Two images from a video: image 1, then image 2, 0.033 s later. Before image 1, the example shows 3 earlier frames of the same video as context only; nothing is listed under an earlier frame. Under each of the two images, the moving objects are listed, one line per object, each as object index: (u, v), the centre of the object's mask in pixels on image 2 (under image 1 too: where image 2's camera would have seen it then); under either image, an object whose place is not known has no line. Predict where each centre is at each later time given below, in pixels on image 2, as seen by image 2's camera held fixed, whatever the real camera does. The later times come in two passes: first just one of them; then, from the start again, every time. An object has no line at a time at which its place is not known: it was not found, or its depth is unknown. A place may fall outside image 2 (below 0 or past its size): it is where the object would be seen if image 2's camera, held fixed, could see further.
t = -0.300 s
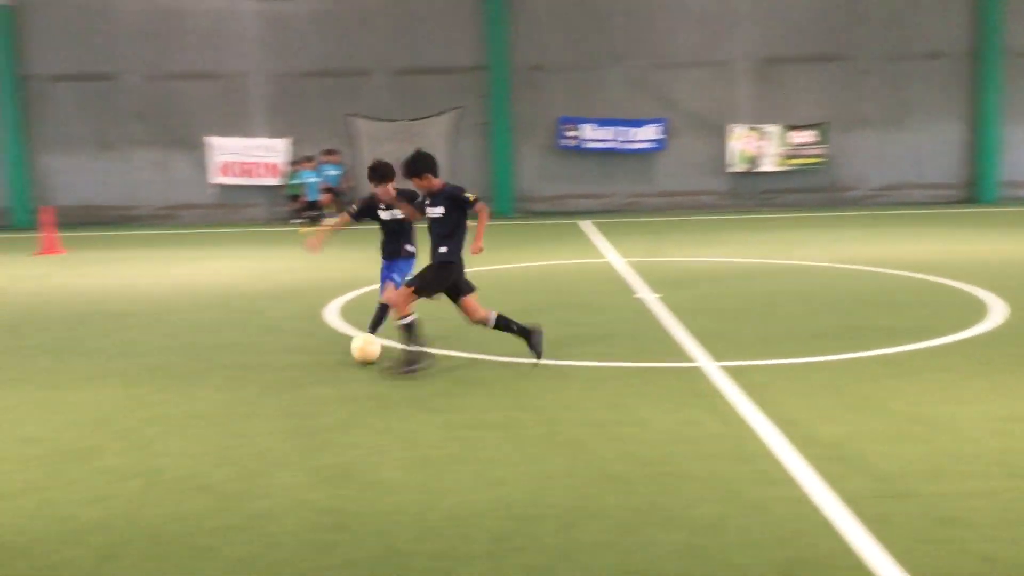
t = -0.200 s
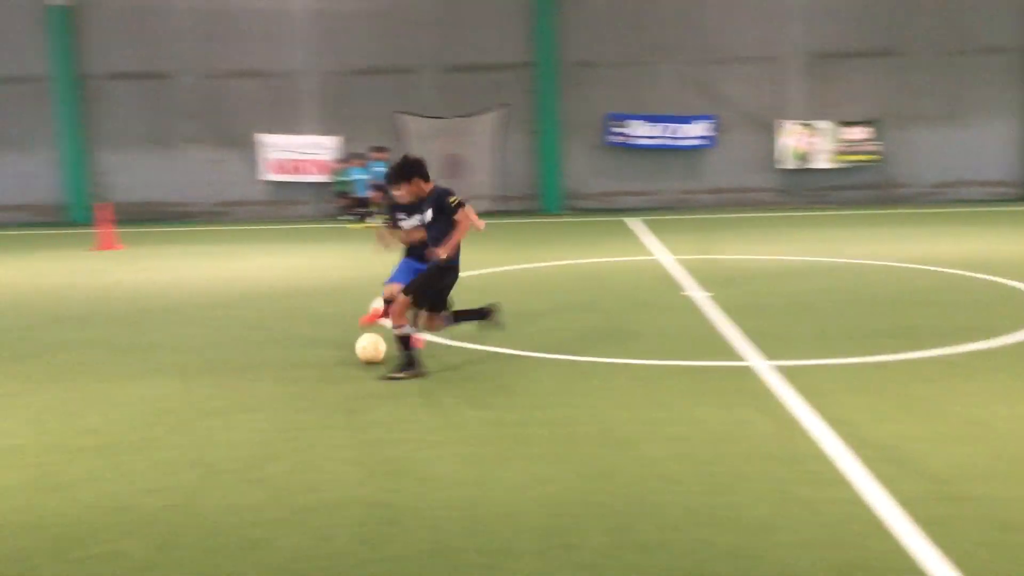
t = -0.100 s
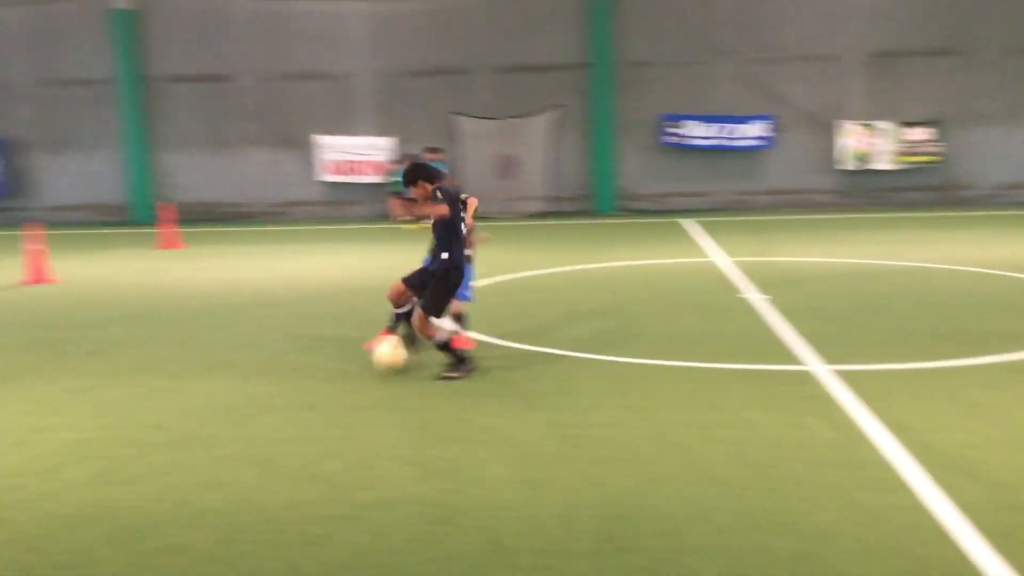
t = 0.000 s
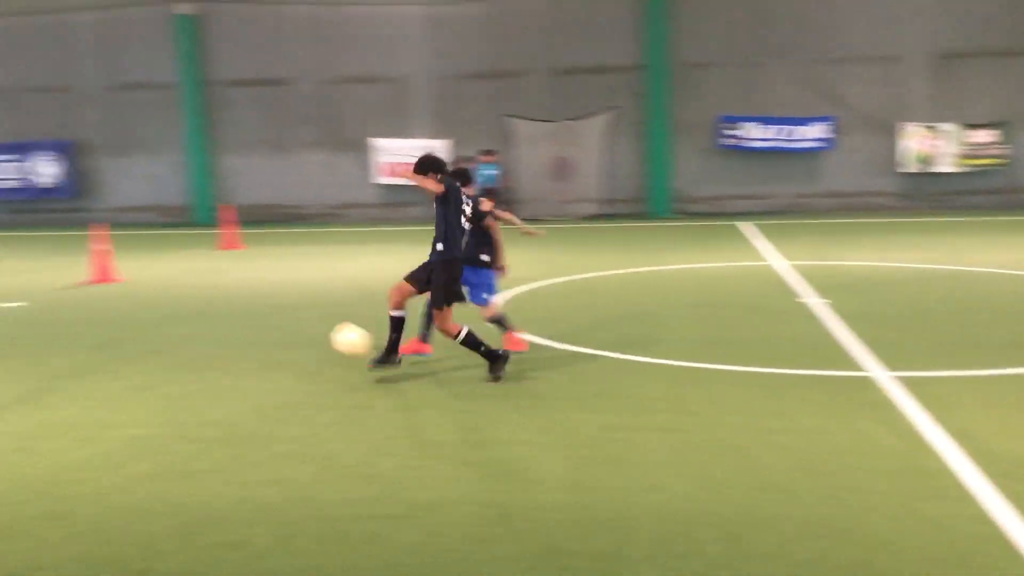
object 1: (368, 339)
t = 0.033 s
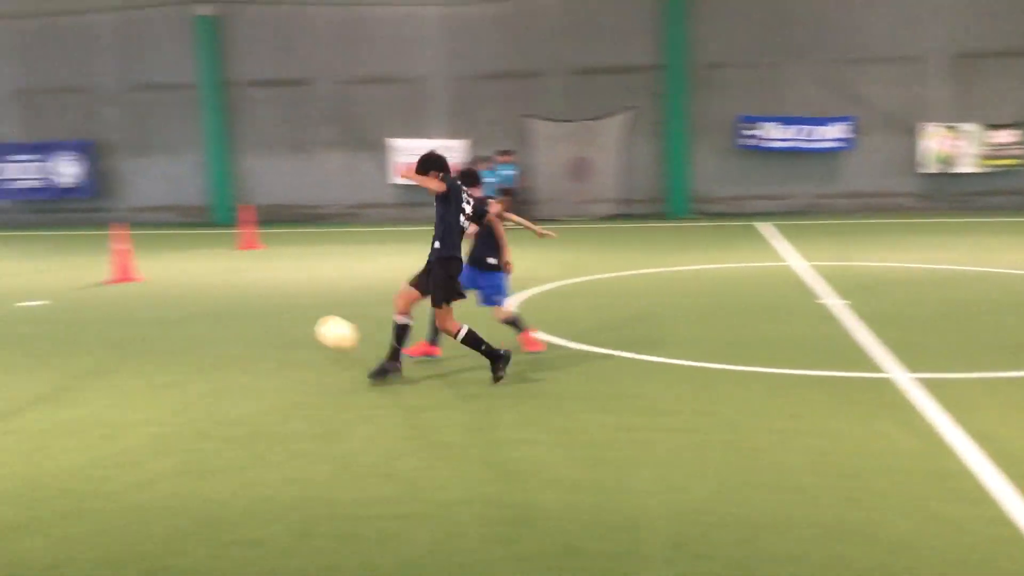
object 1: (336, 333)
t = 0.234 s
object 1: (113, 330)
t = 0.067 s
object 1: (302, 328)
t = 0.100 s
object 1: (266, 325)
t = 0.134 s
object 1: (230, 324)
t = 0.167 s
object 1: (192, 324)
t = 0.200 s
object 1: (153, 326)
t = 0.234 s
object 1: (113, 330)
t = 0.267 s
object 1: (71, 338)
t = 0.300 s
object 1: (29, 347)
